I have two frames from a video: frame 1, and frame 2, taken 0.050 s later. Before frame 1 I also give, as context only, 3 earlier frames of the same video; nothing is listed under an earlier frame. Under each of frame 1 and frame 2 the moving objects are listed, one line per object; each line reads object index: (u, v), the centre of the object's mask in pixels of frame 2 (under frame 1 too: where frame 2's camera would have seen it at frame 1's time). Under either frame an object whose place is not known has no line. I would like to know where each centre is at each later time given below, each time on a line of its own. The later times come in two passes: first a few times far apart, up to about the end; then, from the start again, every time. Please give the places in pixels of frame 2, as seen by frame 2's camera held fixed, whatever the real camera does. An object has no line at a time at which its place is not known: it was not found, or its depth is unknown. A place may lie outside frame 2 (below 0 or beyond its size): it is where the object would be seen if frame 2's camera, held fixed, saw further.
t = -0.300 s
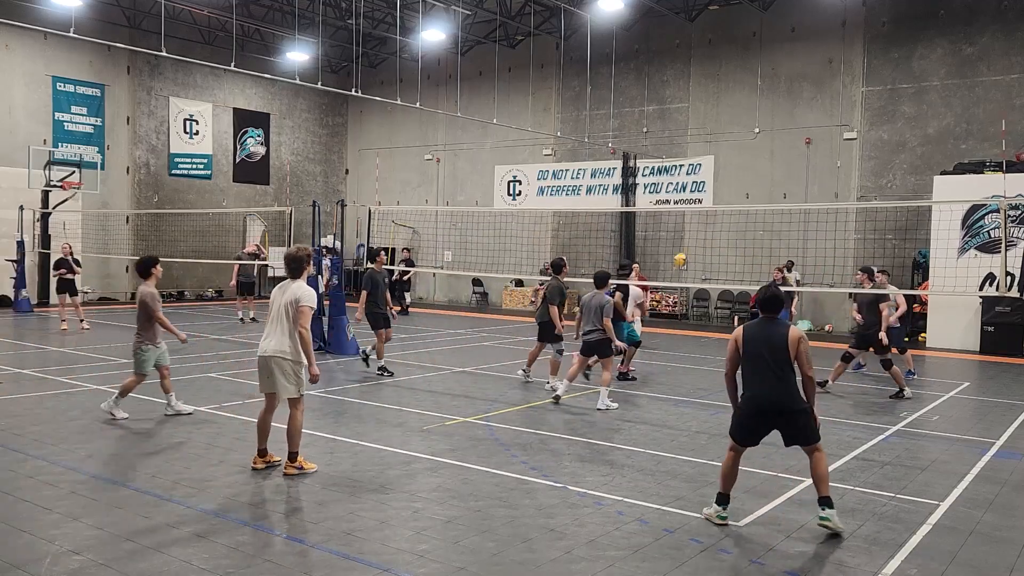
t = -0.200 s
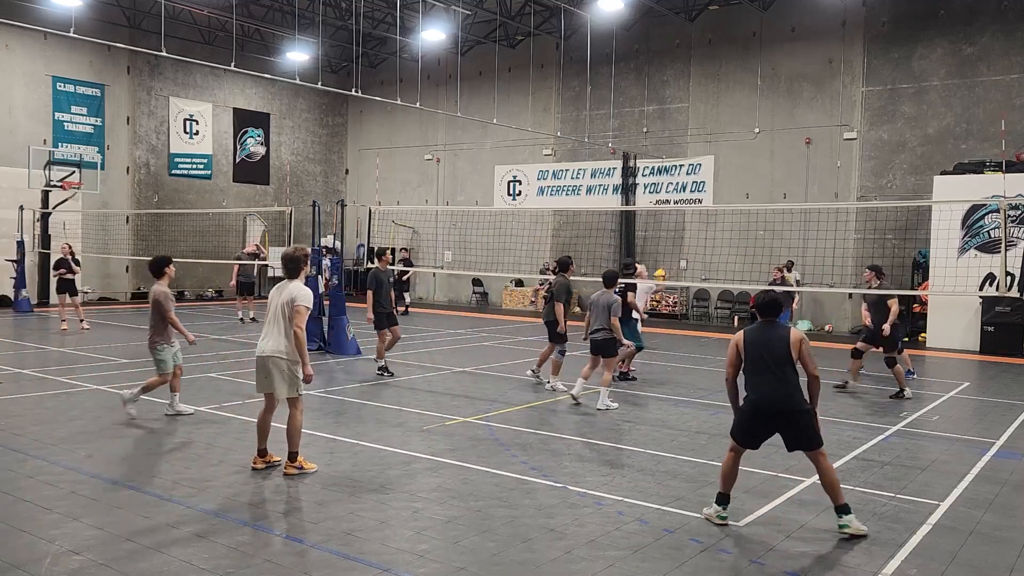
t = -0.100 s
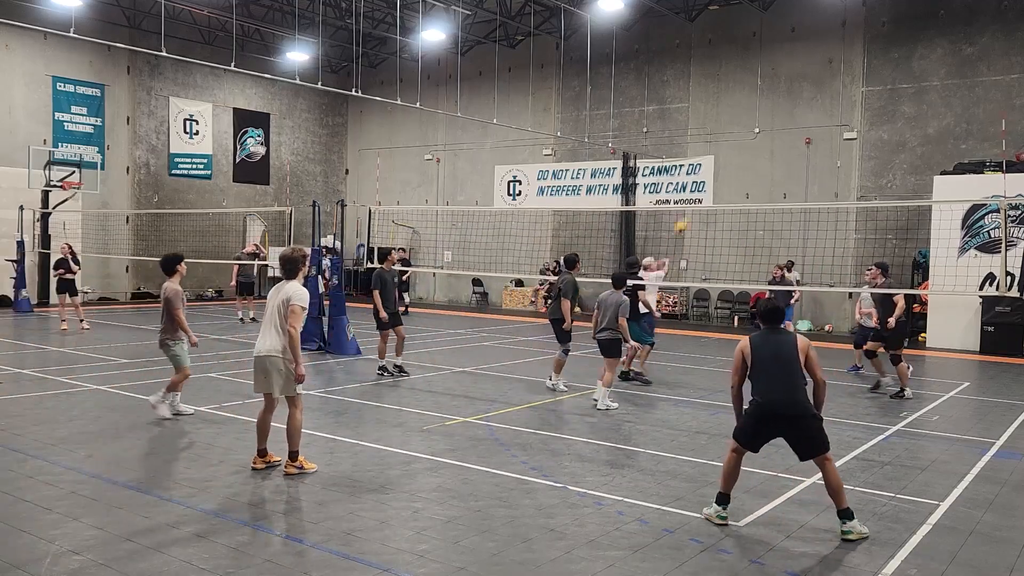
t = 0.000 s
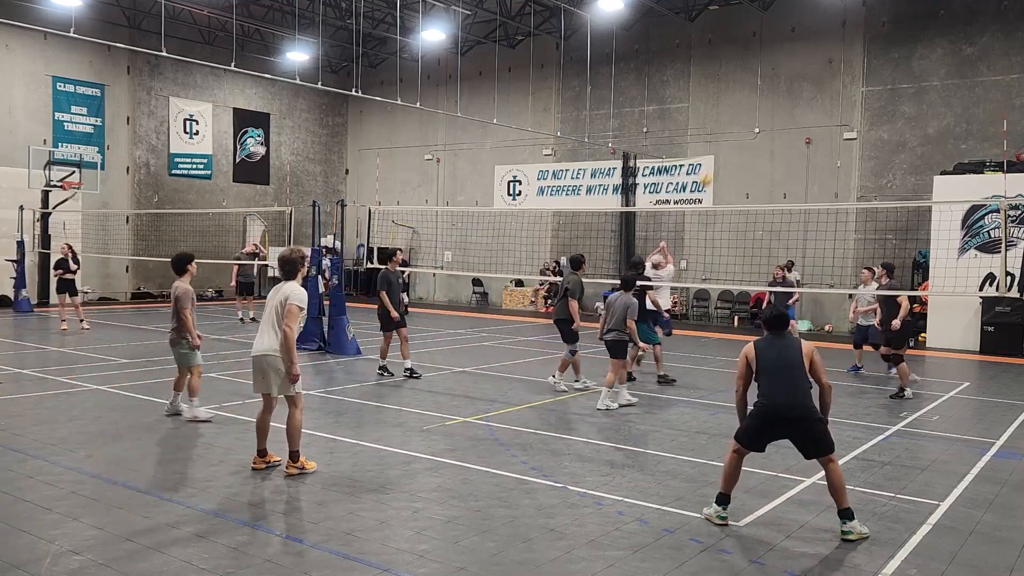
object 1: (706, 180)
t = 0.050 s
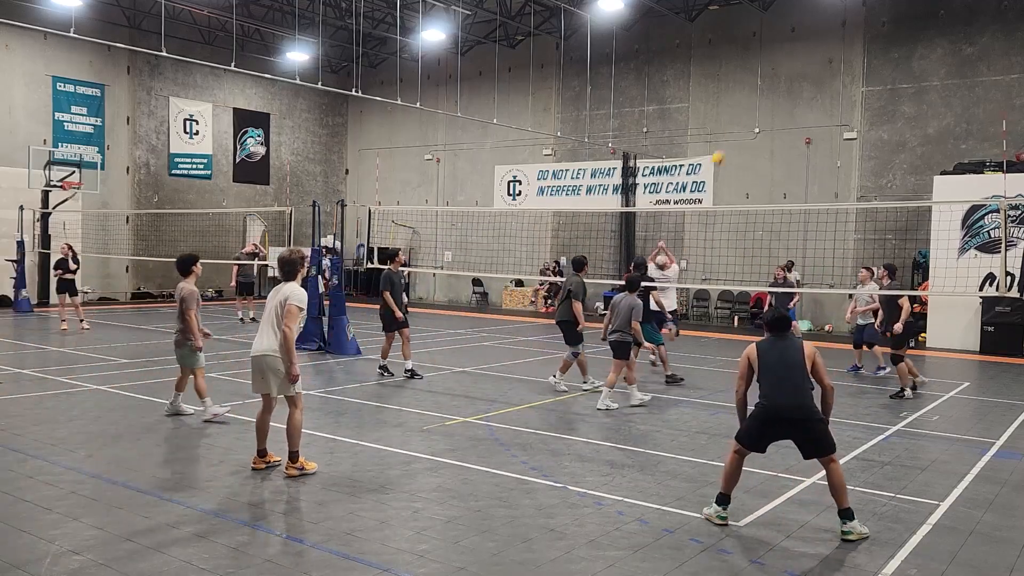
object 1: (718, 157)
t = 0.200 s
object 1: (750, 105)
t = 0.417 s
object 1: (795, 57)
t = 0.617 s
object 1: (832, 40)
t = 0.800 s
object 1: (863, 45)
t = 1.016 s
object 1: (896, 76)
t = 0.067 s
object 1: (721, 151)
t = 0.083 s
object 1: (725, 144)
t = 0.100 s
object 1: (729, 138)
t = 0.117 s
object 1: (732, 132)
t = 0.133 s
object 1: (736, 127)
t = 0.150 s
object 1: (740, 121)
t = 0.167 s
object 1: (744, 115)
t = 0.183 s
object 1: (747, 110)
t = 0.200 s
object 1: (750, 105)
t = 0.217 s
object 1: (754, 101)
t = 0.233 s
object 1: (758, 96)
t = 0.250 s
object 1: (761, 92)
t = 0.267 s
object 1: (765, 87)
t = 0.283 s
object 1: (768, 83)
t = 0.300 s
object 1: (772, 79)
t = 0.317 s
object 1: (775, 76)
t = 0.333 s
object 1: (779, 72)
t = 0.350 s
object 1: (782, 69)
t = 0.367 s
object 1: (785, 65)
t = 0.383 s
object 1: (788, 62)
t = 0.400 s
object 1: (791, 60)
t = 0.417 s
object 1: (795, 57)
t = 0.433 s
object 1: (798, 54)
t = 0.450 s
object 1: (801, 52)
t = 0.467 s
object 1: (804, 51)
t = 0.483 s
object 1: (807, 49)
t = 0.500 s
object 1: (811, 47)
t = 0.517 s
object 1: (814, 46)
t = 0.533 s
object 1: (817, 44)
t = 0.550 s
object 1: (821, 43)
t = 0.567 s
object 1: (824, 42)
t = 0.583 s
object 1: (826, 41)
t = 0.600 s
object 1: (829, 41)
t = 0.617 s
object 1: (832, 40)
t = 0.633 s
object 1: (835, 40)
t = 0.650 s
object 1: (838, 40)
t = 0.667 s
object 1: (841, 40)
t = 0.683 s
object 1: (844, 40)
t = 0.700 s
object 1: (847, 40)
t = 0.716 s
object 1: (849, 41)
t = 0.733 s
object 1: (852, 41)
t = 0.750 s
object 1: (855, 41)
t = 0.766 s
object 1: (858, 43)
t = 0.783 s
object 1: (860, 44)
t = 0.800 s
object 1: (863, 45)
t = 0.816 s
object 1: (866, 47)
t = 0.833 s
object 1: (868, 48)
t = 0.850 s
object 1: (871, 50)
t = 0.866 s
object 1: (874, 52)
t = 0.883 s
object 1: (876, 54)
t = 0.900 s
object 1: (879, 56)
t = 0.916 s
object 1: (882, 59)
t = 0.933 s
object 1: (884, 62)
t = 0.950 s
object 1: (886, 64)
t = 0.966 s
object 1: (889, 67)
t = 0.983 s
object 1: (891, 70)
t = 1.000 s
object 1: (894, 73)
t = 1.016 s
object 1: (896, 76)
